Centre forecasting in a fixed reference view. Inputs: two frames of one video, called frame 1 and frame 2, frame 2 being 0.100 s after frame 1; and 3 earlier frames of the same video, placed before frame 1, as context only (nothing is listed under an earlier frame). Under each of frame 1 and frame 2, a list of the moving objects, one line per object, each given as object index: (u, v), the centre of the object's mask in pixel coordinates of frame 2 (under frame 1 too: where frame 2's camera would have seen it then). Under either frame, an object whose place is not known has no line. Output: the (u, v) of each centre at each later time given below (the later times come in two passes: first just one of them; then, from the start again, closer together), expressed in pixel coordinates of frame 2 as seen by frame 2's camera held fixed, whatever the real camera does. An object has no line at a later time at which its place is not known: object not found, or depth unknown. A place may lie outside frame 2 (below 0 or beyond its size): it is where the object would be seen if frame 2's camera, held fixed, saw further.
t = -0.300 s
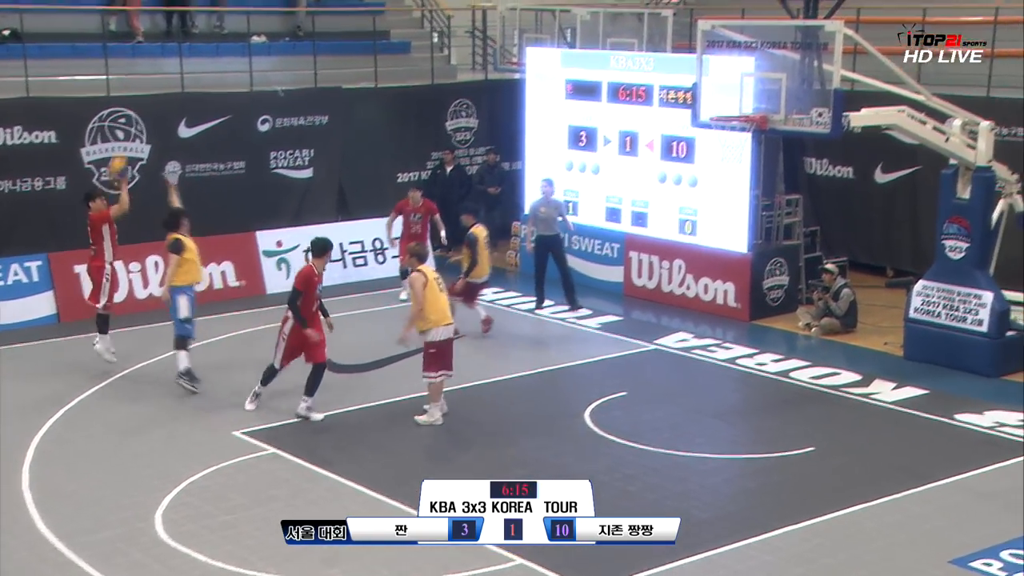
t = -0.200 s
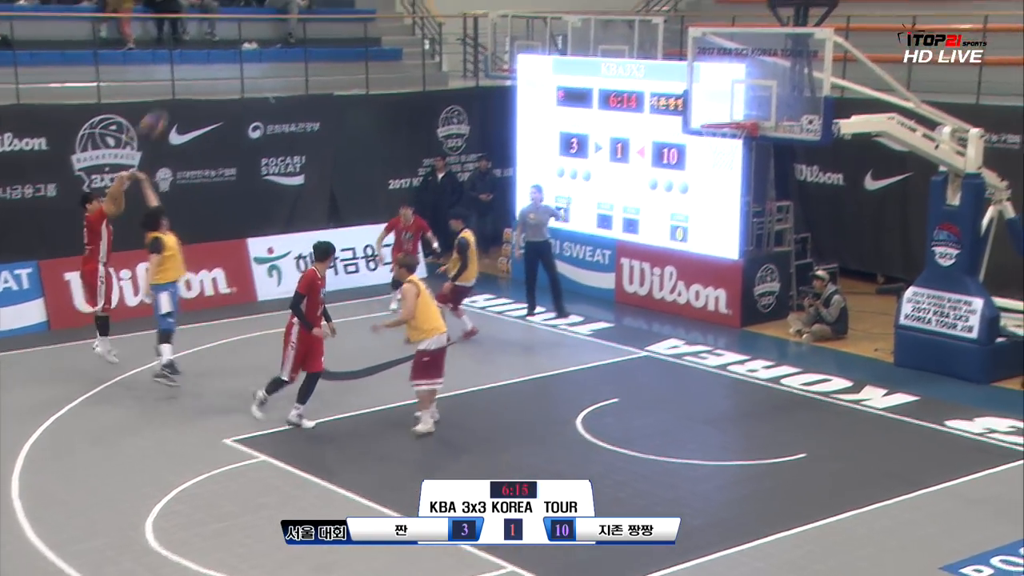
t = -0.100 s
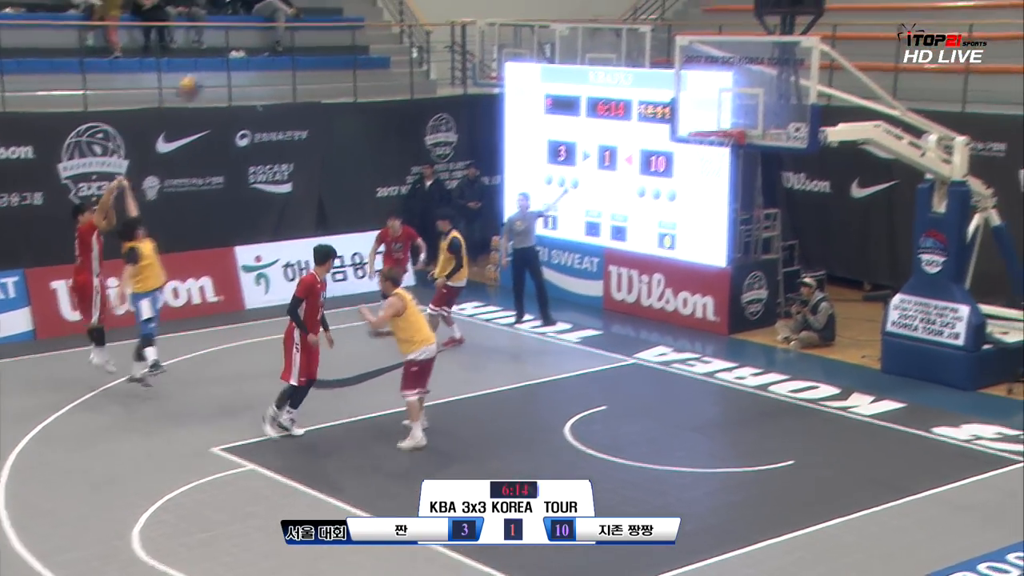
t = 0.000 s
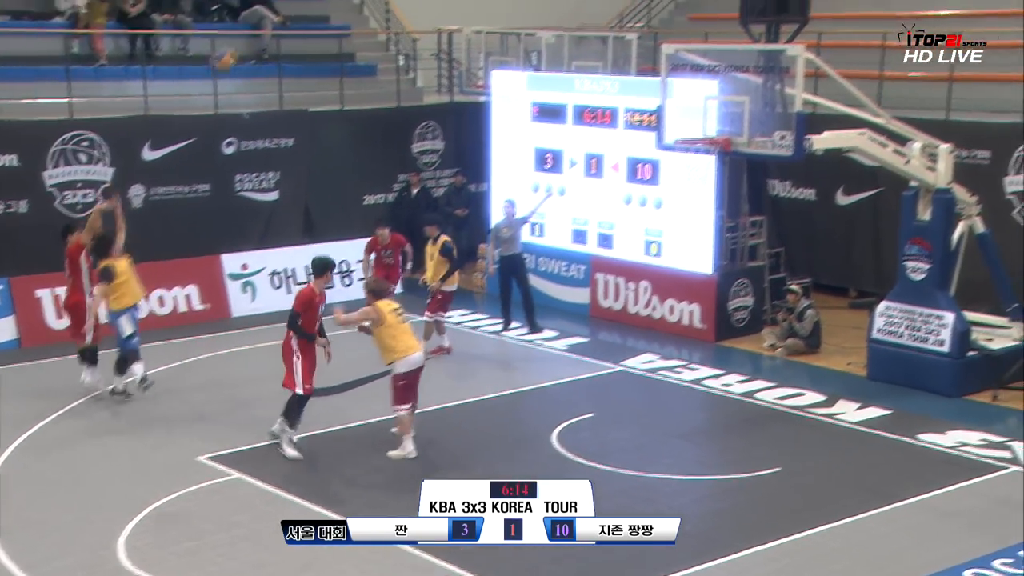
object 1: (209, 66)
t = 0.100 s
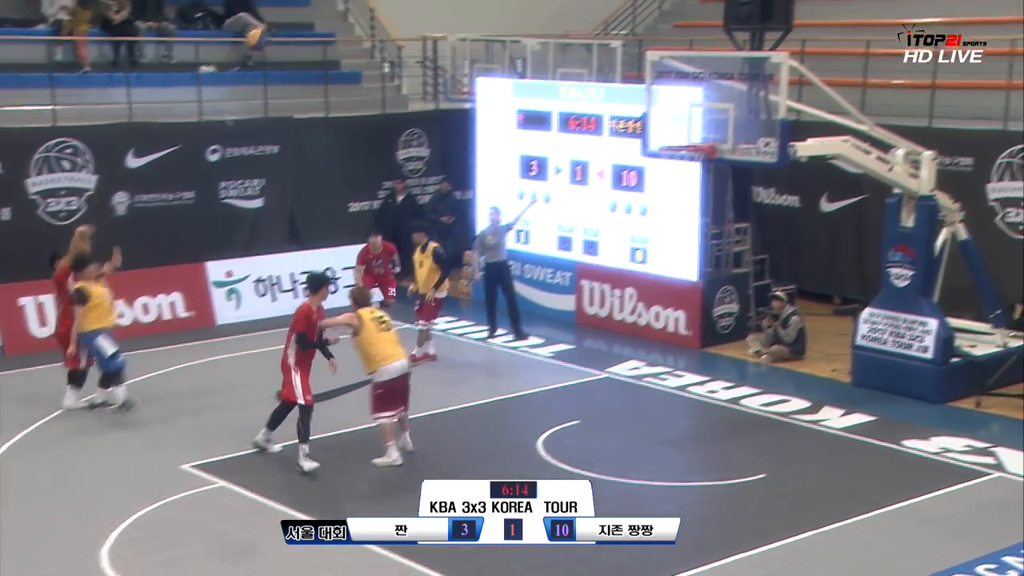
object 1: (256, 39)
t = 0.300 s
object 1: (357, 10)
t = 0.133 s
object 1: (275, 31)
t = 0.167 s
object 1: (291, 25)
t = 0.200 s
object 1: (307, 20)
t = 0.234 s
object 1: (325, 16)
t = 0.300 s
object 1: (357, 10)
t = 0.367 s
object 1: (393, 9)
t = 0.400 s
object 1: (410, 10)
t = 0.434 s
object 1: (427, 11)
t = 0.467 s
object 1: (444, 14)
